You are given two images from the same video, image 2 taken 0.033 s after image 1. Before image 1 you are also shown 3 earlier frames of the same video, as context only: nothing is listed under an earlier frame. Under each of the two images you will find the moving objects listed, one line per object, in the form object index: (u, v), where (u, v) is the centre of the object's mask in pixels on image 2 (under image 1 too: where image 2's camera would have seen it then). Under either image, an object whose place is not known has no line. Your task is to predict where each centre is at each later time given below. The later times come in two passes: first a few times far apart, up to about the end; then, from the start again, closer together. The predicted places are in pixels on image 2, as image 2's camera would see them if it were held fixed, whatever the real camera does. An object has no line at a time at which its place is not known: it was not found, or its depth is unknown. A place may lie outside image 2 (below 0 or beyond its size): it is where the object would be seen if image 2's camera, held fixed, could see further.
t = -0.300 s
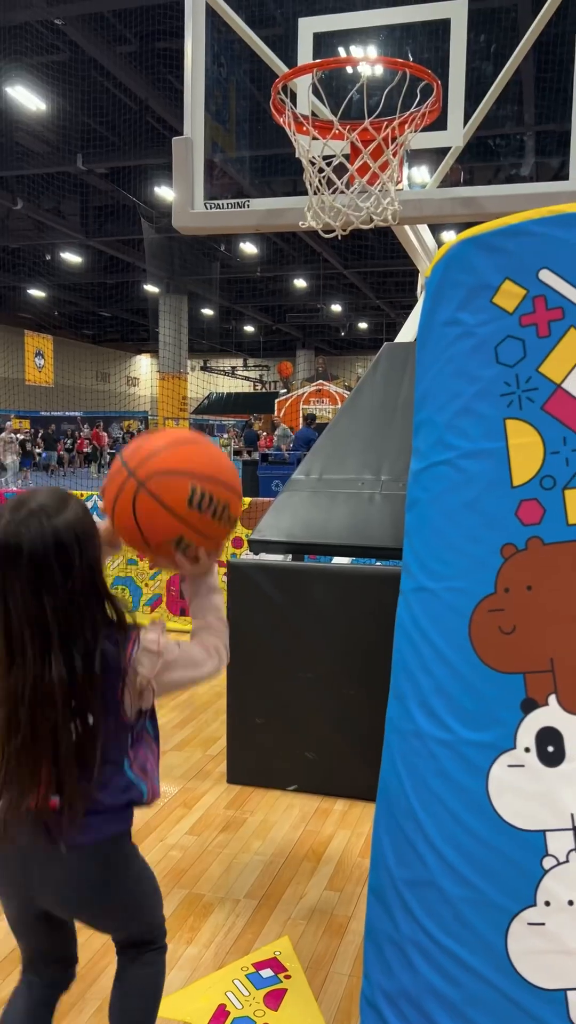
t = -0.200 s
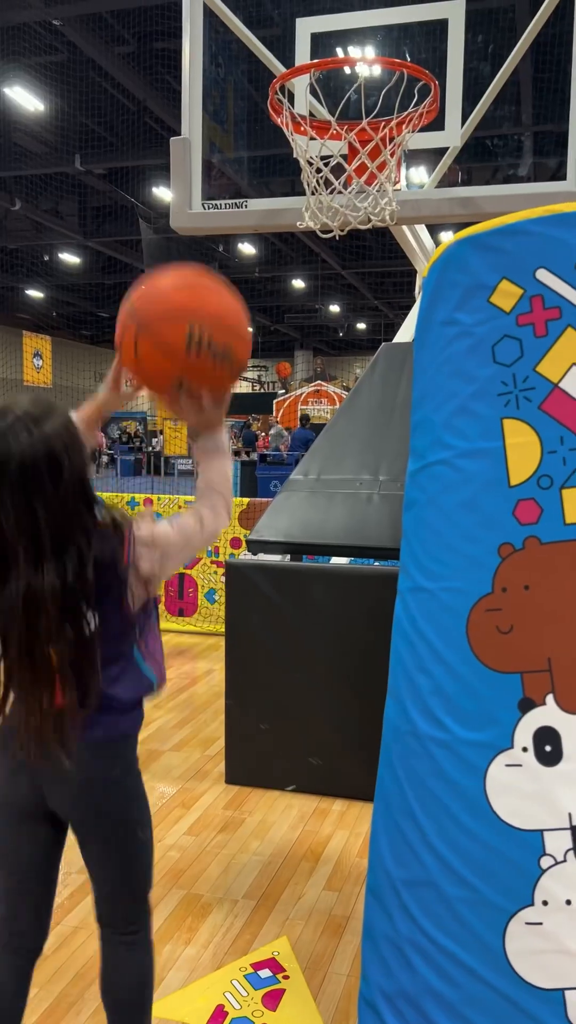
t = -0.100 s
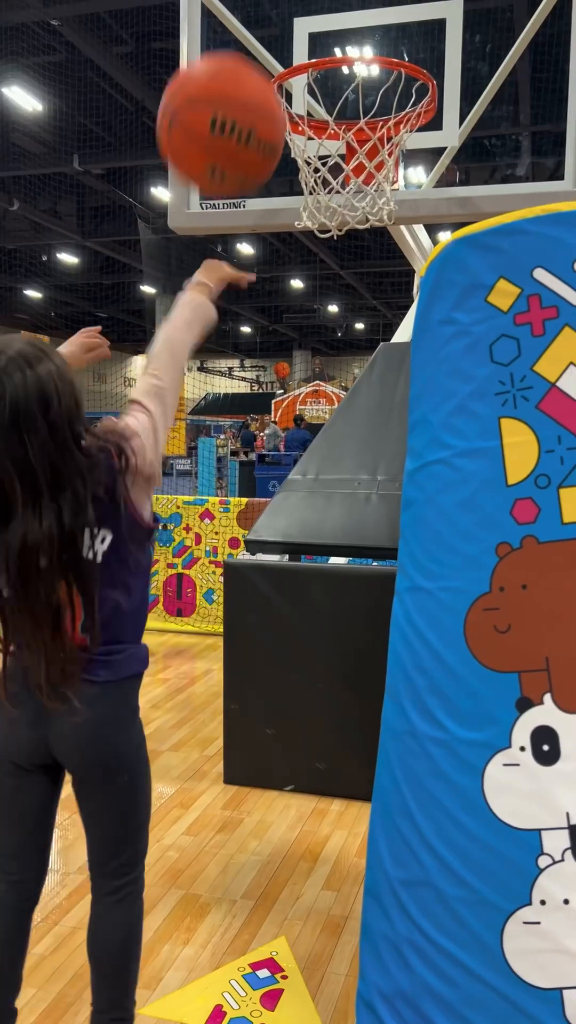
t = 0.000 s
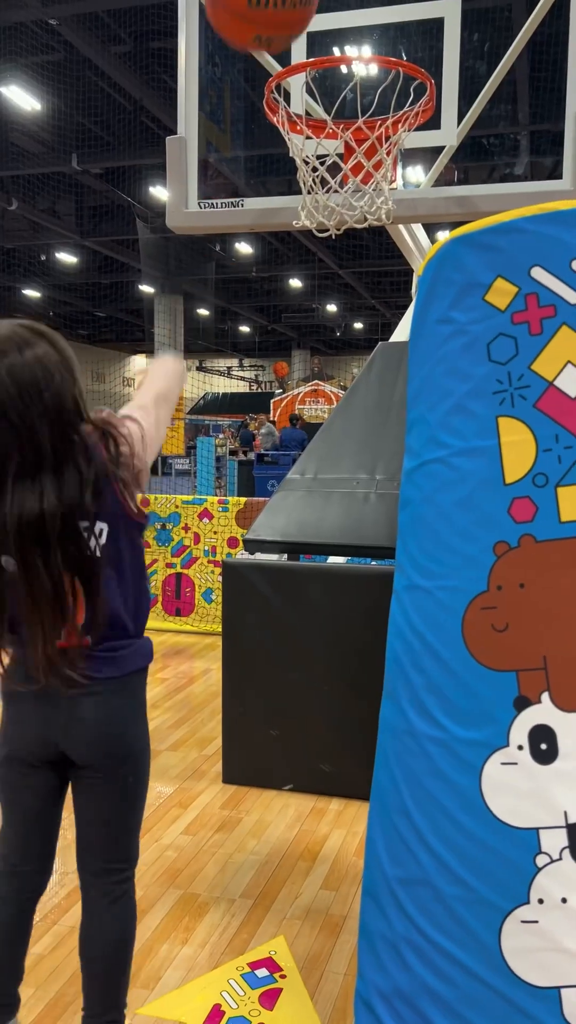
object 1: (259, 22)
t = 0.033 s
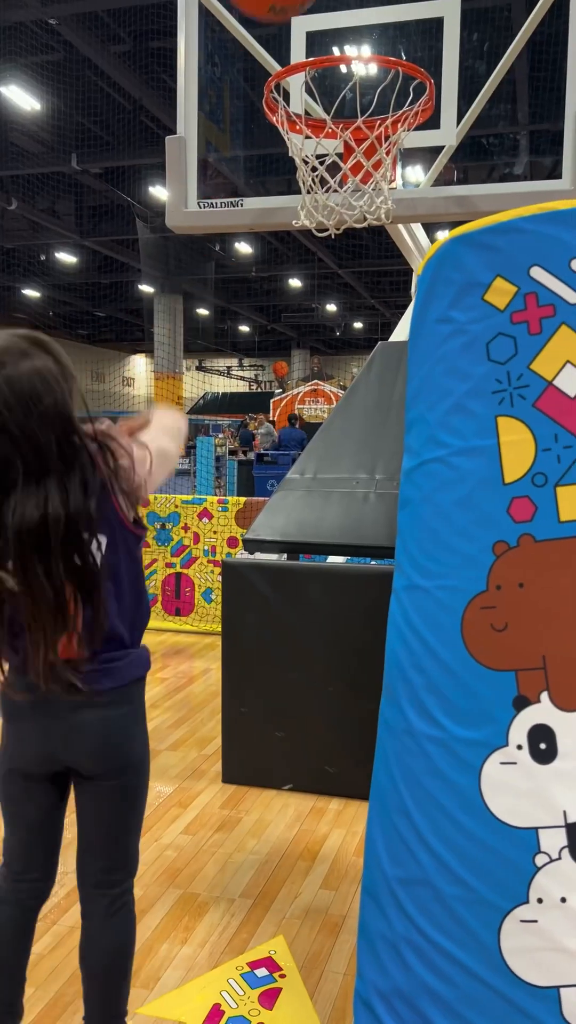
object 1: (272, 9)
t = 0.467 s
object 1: (385, 35)
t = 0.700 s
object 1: (333, 99)
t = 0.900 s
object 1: (375, 154)
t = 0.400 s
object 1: (369, 17)
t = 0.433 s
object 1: (377, 27)
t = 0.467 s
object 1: (385, 35)
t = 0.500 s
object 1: (390, 59)
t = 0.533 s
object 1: (379, 79)
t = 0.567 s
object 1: (356, 85)
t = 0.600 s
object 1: (332, 94)
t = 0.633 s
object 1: (320, 102)
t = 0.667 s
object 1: (325, 101)
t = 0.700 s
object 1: (333, 99)
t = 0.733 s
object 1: (341, 104)
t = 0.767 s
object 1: (350, 107)
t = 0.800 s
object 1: (359, 117)
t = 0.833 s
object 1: (368, 127)
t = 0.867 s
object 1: (373, 139)
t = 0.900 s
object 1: (375, 154)
